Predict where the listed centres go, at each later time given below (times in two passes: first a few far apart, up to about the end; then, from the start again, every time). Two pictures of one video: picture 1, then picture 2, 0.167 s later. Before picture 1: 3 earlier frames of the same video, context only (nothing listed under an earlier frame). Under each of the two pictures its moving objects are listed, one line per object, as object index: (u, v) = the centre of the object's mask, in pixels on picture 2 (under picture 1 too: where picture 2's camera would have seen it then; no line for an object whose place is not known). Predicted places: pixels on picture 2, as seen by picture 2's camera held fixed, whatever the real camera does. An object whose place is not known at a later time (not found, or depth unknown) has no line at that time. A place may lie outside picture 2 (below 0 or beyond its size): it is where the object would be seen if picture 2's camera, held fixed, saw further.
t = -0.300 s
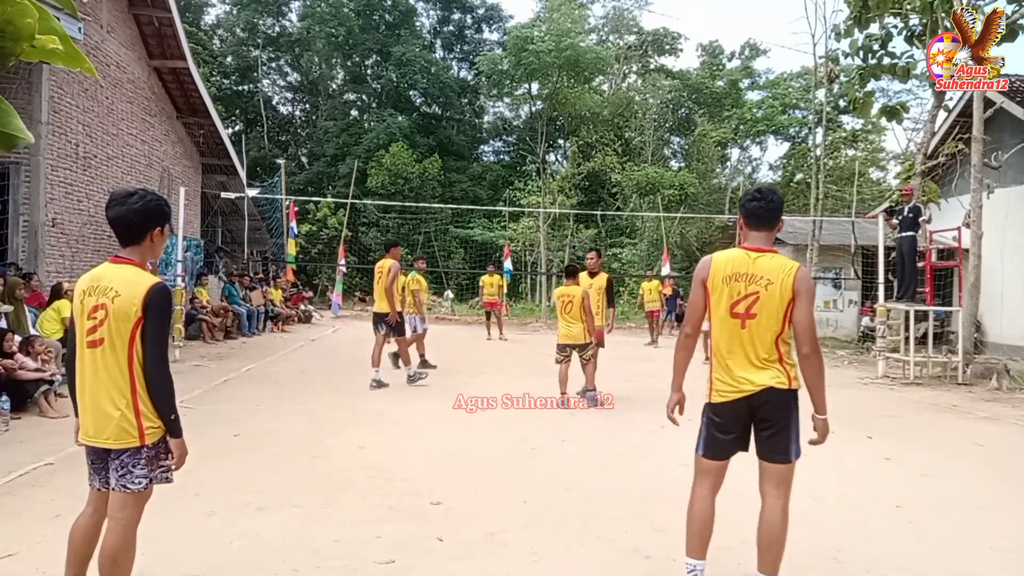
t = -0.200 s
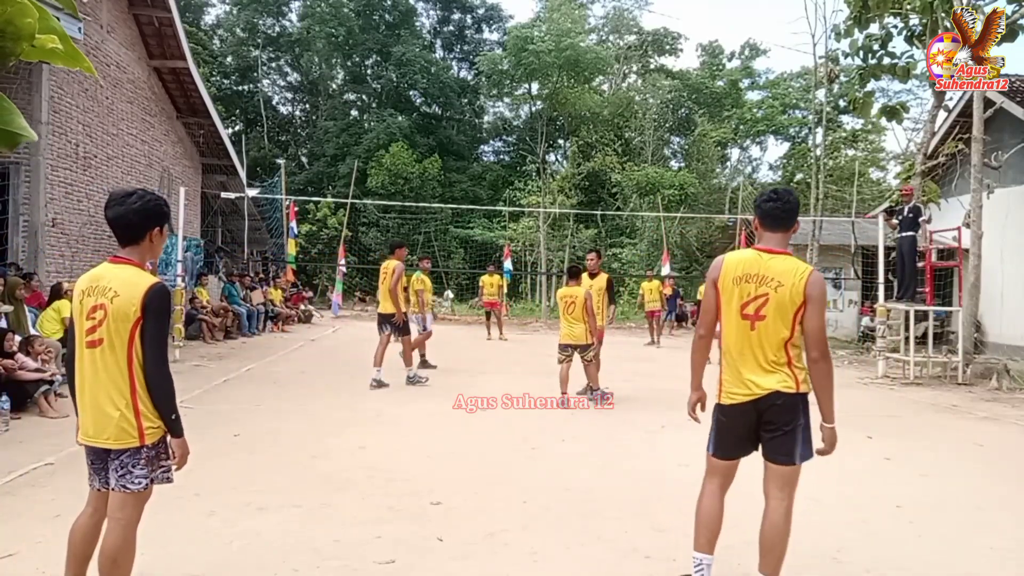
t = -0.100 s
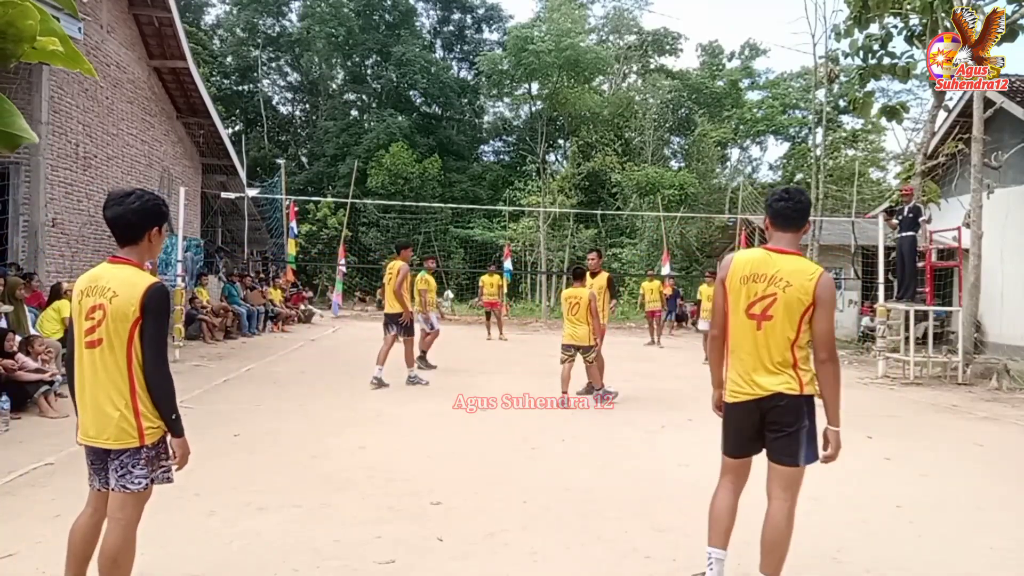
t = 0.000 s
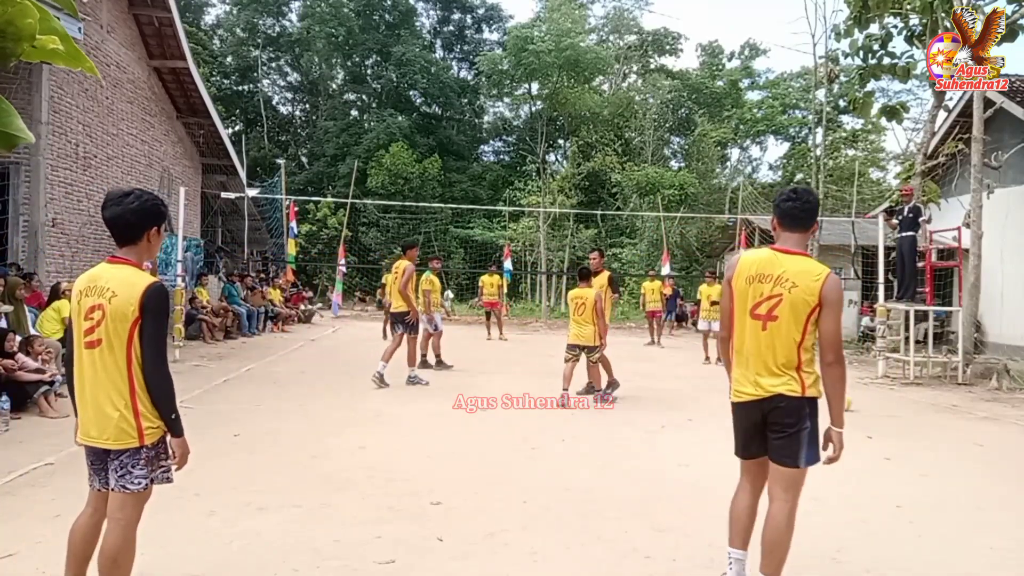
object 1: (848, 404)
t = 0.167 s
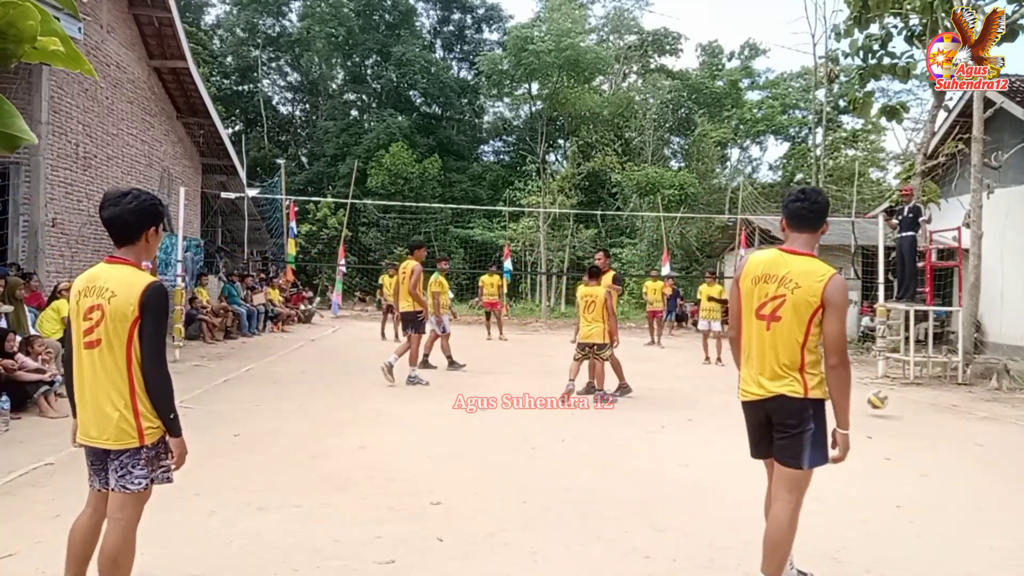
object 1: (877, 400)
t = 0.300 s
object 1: (908, 411)
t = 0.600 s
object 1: (982, 421)
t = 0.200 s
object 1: (885, 402)
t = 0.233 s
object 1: (893, 406)
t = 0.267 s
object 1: (901, 412)
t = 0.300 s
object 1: (908, 411)
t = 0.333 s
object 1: (915, 409)
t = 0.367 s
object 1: (923, 409)
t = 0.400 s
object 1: (931, 409)
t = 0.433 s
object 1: (938, 410)
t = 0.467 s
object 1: (947, 413)
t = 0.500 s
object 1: (956, 417)
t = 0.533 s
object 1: (964, 423)
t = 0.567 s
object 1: (973, 423)
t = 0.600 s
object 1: (982, 421)
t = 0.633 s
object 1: (990, 422)
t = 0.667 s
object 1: (1000, 423)
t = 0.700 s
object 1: (1009, 425)
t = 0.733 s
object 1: (1015, 429)
